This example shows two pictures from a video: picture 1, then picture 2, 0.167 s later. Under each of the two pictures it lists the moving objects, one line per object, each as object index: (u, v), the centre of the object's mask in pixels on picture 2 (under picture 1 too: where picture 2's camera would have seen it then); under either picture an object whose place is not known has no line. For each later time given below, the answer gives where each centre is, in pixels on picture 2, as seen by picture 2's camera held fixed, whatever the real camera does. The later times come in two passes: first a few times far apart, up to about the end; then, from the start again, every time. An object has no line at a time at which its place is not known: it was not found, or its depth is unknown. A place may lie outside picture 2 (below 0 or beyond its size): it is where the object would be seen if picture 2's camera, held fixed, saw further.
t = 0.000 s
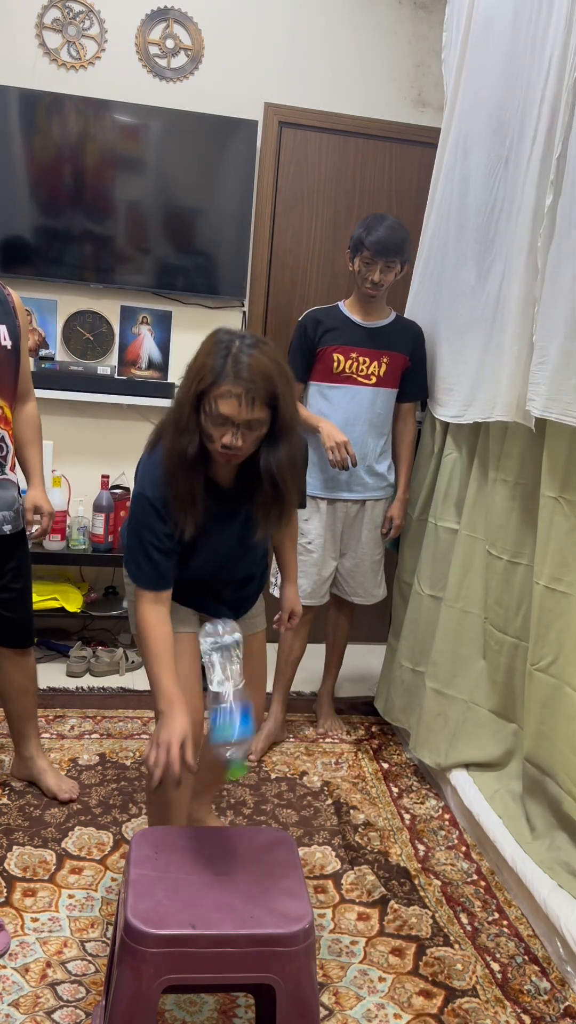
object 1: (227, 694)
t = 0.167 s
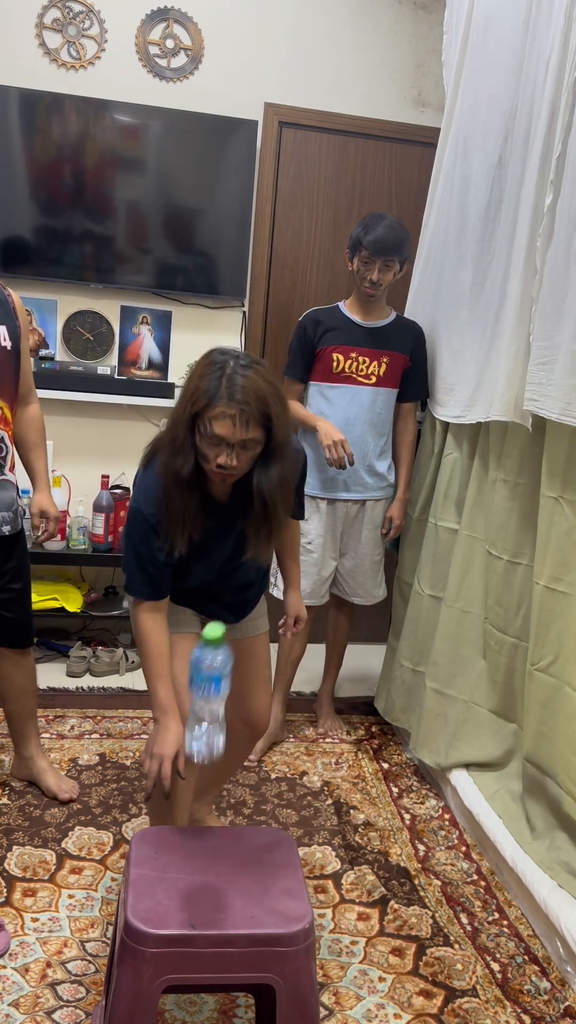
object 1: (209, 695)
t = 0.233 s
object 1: (197, 761)
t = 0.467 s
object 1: (176, 822)
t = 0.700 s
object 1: (174, 822)
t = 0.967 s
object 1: (168, 824)
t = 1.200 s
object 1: (155, 825)
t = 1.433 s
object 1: (160, 824)
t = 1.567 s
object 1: (166, 823)
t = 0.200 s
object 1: (203, 725)
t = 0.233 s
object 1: (197, 761)
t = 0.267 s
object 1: (190, 802)
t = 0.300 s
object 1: (185, 804)
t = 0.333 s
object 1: (181, 820)
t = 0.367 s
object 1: (180, 823)
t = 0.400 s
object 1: (178, 822)
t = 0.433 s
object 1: (177, 822)
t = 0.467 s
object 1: (176, 822)
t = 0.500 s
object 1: (175, 822)
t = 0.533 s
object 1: (175, 822)
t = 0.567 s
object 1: (175, 822)
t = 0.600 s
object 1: (175, 822)
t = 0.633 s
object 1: (174, 822)
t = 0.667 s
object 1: (174, 822)
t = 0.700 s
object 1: (174, 822)
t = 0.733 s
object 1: (174, 822)
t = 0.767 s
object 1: (174, 822)
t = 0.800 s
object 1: (173, 822)
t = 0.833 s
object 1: (173, 822)
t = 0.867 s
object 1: (172, 823)
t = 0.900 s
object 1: (170, 823)
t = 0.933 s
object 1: (169, 823)
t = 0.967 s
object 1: (168, 824)
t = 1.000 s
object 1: (165, 824)
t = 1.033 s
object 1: (163, 824)
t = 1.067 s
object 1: (161, 825)
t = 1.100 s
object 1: (159, 825)
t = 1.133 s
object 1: (158, 825)
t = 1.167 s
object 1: (157, 825)
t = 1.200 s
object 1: (155, 825)
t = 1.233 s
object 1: (155, 825)
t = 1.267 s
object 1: (154, 825)
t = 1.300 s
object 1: (155, 825)
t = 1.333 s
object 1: (156, 825)
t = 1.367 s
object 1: (158, 825)
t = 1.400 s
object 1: (159, 824)
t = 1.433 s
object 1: (160, 824)
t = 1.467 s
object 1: (162, 824)
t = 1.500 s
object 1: (163, 824)
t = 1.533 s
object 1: (165, 824)
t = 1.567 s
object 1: (166, 823)
